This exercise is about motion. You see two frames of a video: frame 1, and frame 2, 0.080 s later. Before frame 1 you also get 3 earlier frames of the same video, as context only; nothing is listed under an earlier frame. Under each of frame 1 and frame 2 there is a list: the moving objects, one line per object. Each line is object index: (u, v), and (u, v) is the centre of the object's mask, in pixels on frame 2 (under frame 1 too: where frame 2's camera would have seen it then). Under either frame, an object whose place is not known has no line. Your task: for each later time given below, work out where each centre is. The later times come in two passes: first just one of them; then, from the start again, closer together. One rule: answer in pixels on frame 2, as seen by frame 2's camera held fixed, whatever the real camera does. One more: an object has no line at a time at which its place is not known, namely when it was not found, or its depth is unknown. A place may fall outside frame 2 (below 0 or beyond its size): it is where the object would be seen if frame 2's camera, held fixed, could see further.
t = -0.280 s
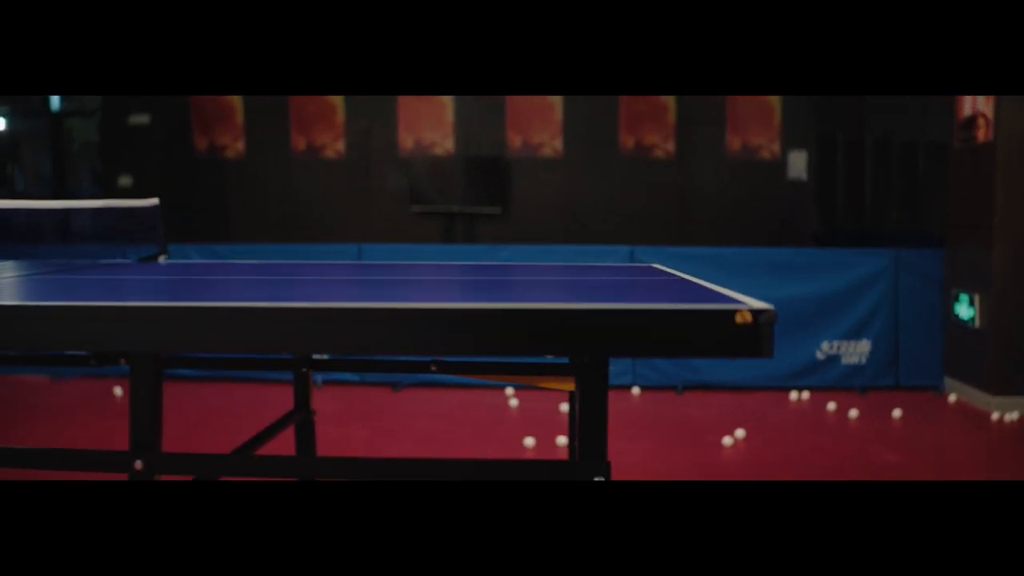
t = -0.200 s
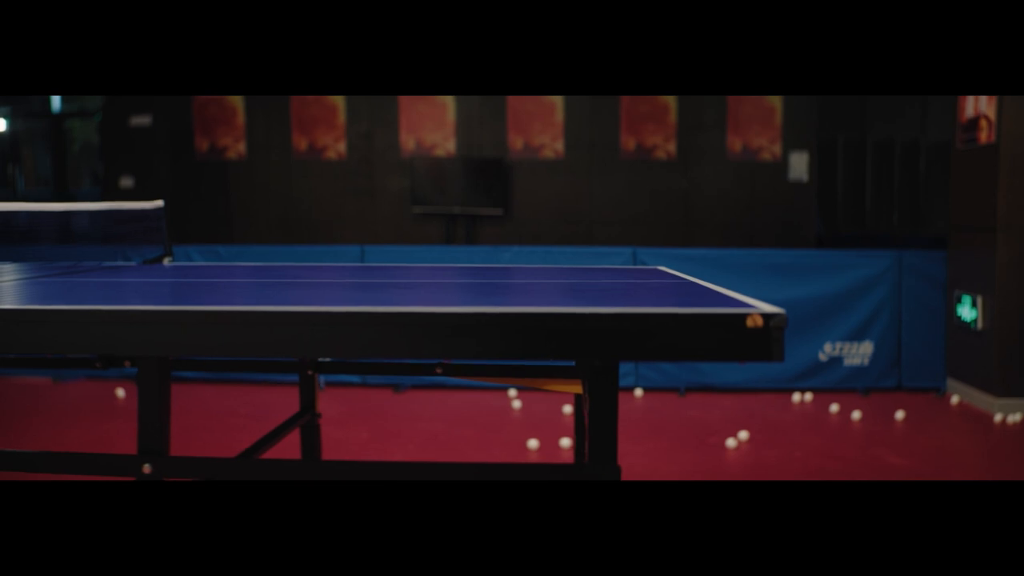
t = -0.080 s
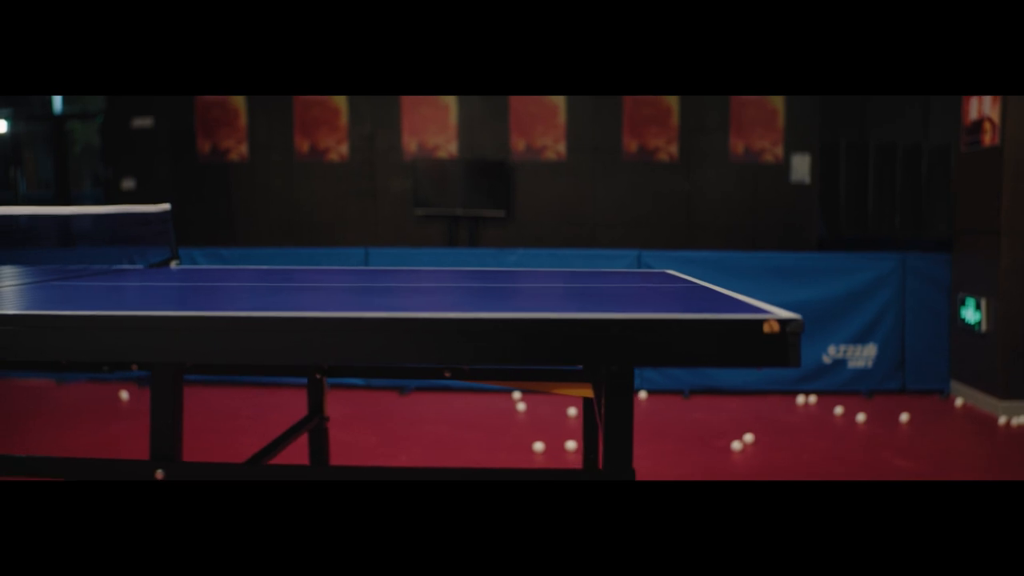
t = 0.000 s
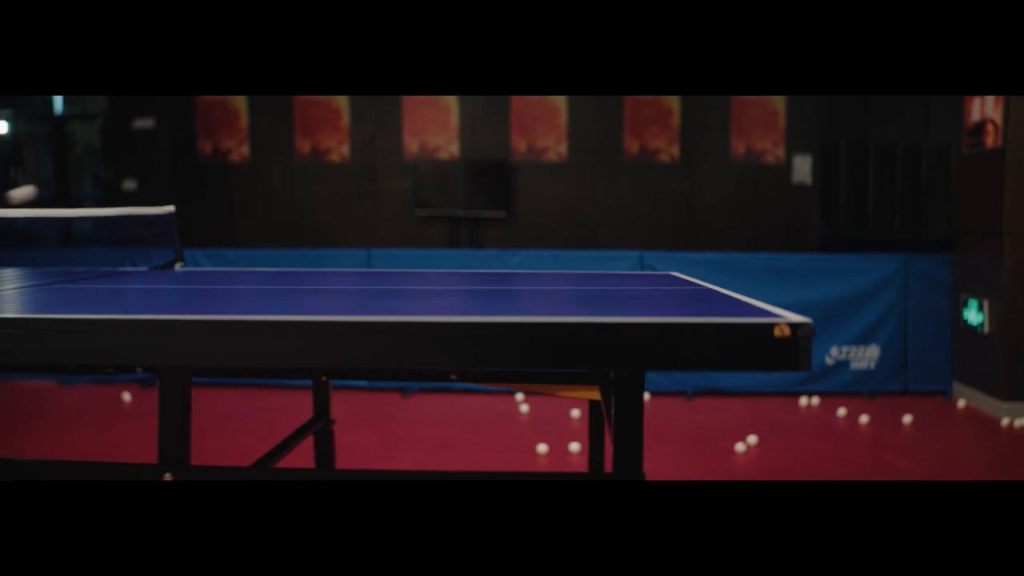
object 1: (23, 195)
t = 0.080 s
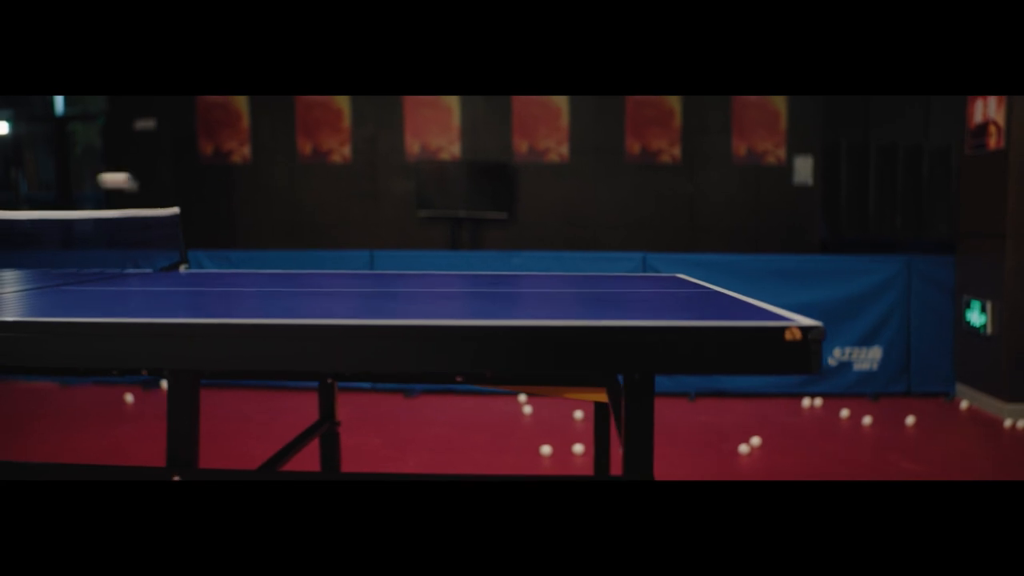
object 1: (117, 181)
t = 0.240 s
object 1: (321, 228)
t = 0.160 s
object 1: (214, 190)
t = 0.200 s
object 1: (267, 205)
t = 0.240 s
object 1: (321, 228)
